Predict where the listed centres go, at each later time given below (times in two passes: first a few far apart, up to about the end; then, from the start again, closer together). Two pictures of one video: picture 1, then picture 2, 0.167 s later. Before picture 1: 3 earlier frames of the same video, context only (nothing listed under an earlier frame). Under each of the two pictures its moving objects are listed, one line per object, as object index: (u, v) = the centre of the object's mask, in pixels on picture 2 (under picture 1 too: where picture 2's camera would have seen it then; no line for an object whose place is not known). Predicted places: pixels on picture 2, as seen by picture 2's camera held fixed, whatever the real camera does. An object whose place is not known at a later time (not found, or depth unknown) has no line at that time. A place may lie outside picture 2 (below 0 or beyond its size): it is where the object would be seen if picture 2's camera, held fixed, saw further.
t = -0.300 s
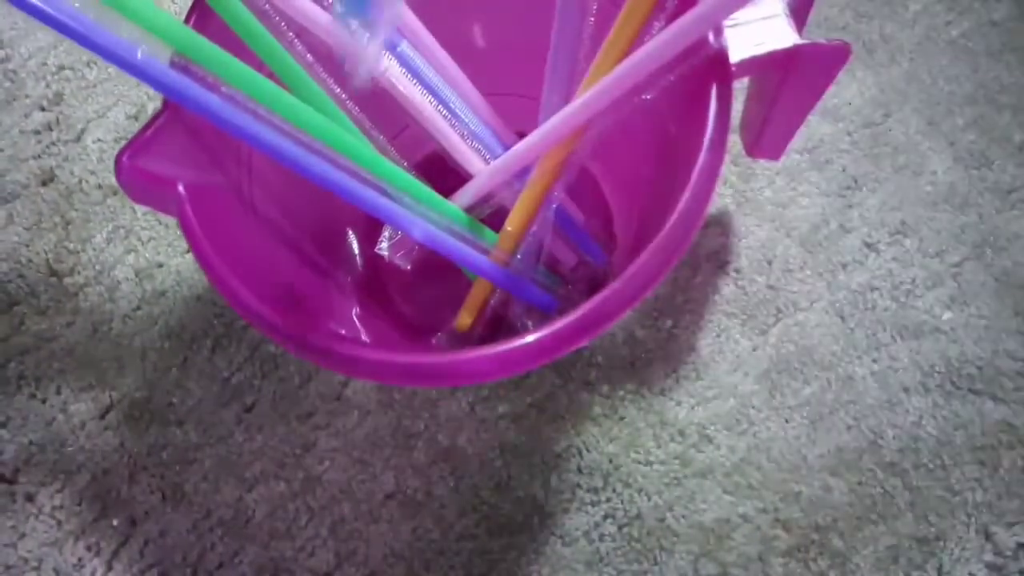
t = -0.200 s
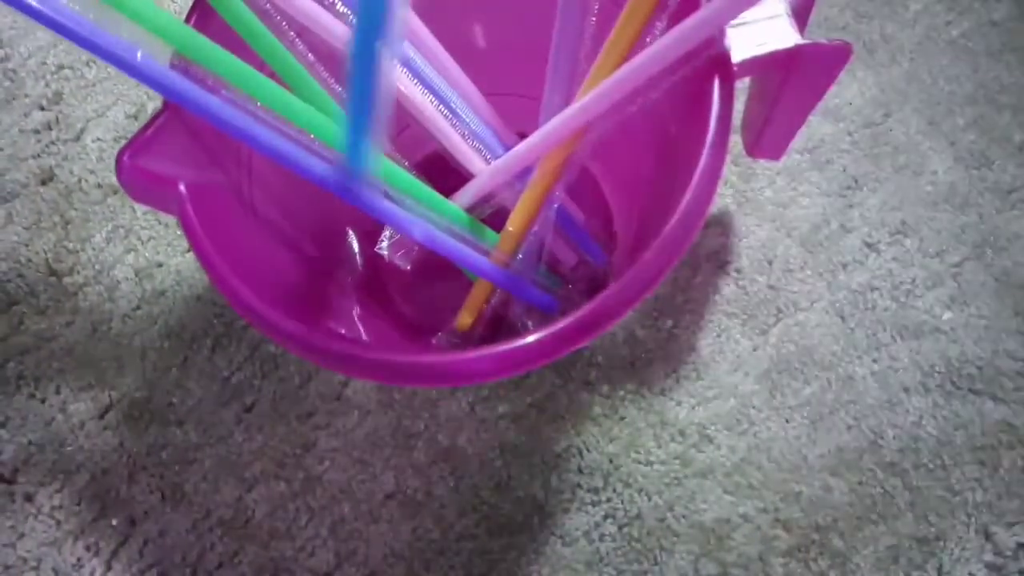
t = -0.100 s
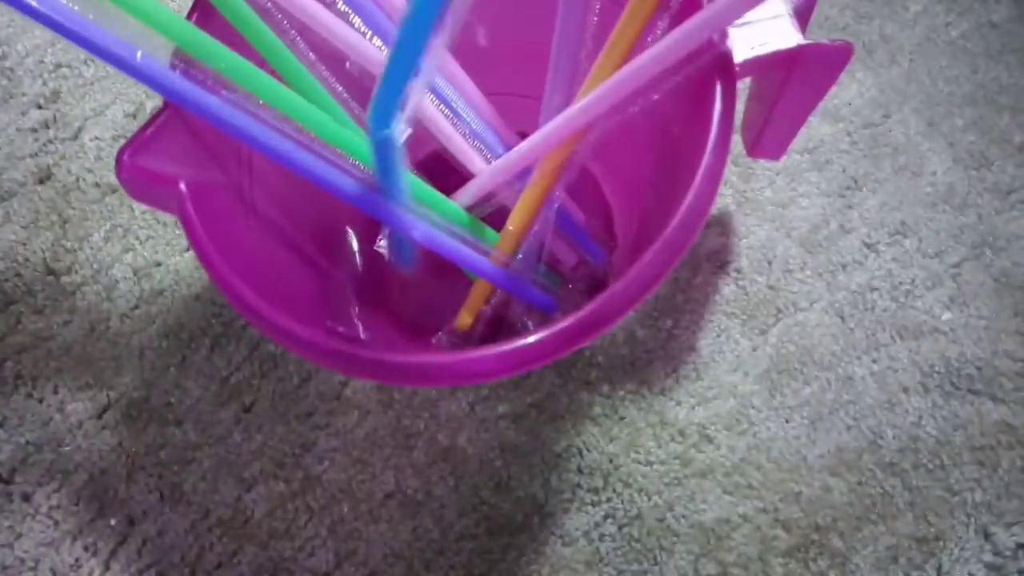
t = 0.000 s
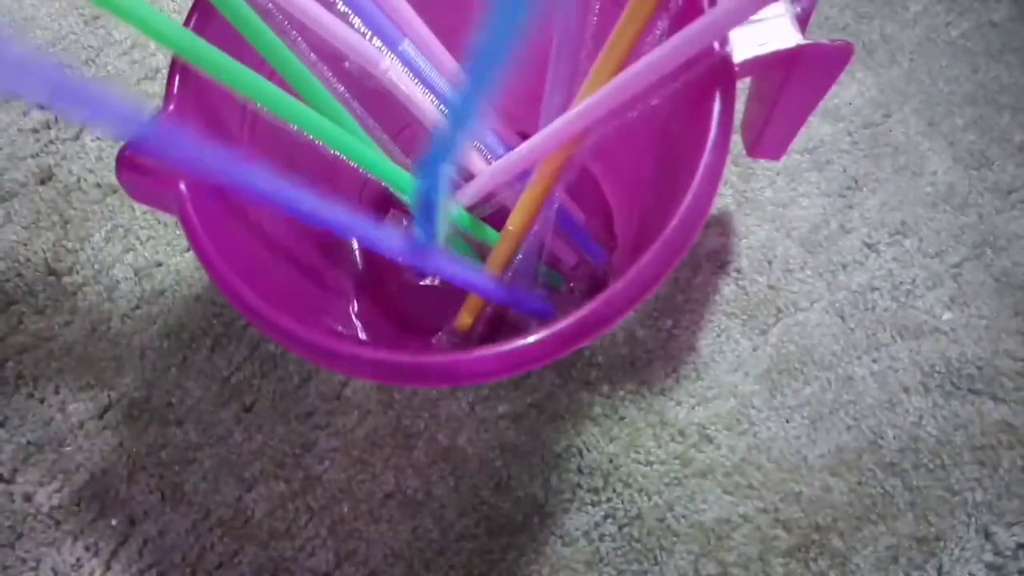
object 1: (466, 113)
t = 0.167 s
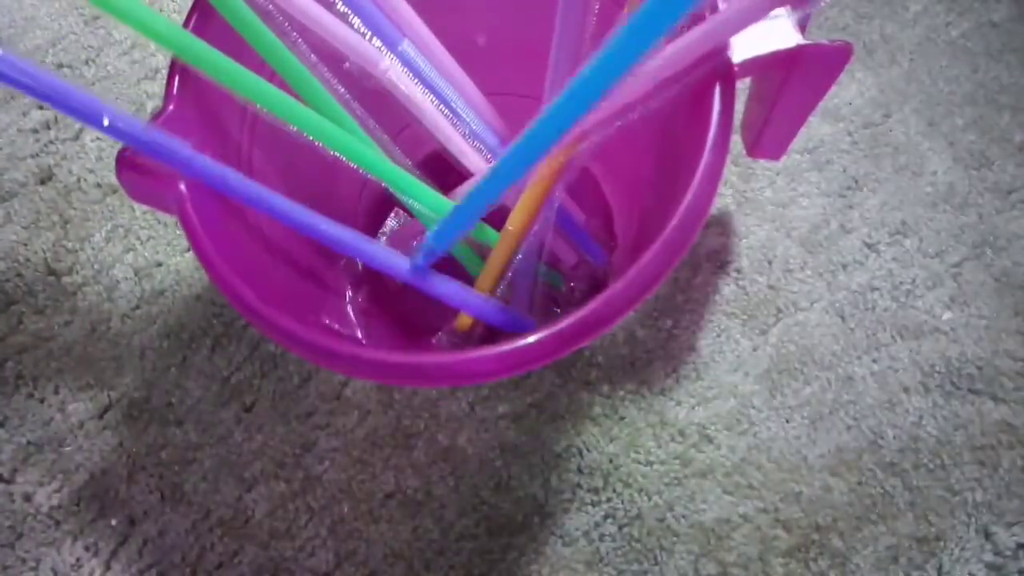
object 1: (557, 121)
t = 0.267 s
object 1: (588, 126)
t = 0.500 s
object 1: (706, 130)
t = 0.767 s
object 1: (765, 140)
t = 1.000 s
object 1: (771, 140)
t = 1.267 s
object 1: (771, 139)
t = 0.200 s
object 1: (569, 120)
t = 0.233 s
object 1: (582, 124)
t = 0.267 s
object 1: (588, 126)
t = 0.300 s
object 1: (601, 125)
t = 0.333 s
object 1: (608, 125)
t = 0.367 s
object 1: (620, 128)
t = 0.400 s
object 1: (642, 132)
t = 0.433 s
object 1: (663, 130)
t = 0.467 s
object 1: (669, 134)
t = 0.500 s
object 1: (706, 130)
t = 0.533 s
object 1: (786, 122)
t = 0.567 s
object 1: (764, 141)
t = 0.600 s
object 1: (764, 132)
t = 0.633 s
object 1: (771, 140)
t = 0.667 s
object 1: (768, 141)
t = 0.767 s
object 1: (765, 140)
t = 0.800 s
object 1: (767, 140)
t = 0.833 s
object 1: (768, 140)
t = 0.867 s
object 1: (769, 140)
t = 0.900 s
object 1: (770, 140)
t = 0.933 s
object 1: (770, 140)
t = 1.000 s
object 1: (771, 140)
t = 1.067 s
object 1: (770, 140)
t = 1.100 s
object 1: (770, 140)
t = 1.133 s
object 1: (770, 139)
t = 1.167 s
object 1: (770, 139)
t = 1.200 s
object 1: (771, 139)
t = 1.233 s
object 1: (771, 139)
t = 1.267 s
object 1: (771, 139)
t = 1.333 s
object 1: (770, 139)
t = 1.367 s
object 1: (771, 139)
